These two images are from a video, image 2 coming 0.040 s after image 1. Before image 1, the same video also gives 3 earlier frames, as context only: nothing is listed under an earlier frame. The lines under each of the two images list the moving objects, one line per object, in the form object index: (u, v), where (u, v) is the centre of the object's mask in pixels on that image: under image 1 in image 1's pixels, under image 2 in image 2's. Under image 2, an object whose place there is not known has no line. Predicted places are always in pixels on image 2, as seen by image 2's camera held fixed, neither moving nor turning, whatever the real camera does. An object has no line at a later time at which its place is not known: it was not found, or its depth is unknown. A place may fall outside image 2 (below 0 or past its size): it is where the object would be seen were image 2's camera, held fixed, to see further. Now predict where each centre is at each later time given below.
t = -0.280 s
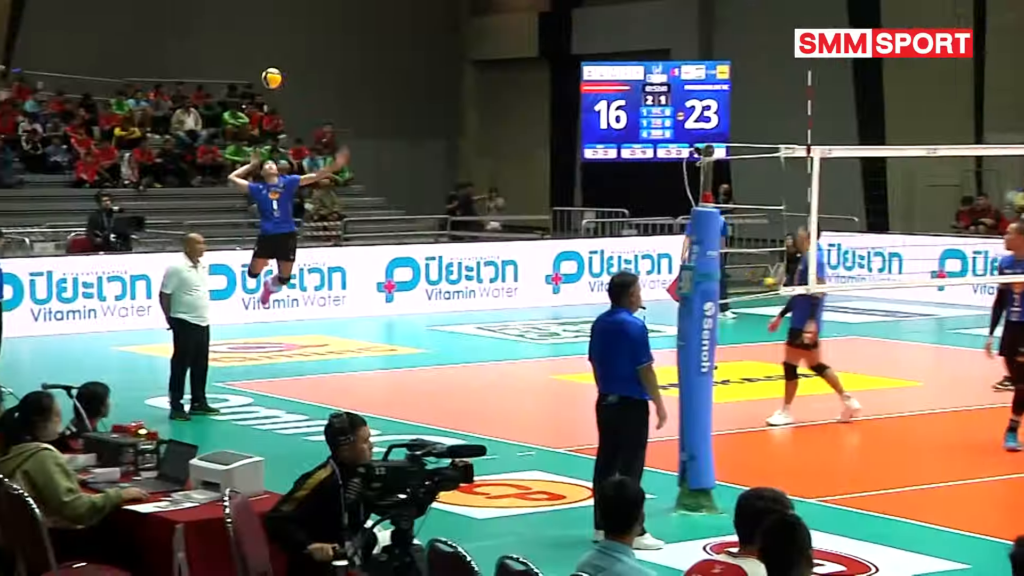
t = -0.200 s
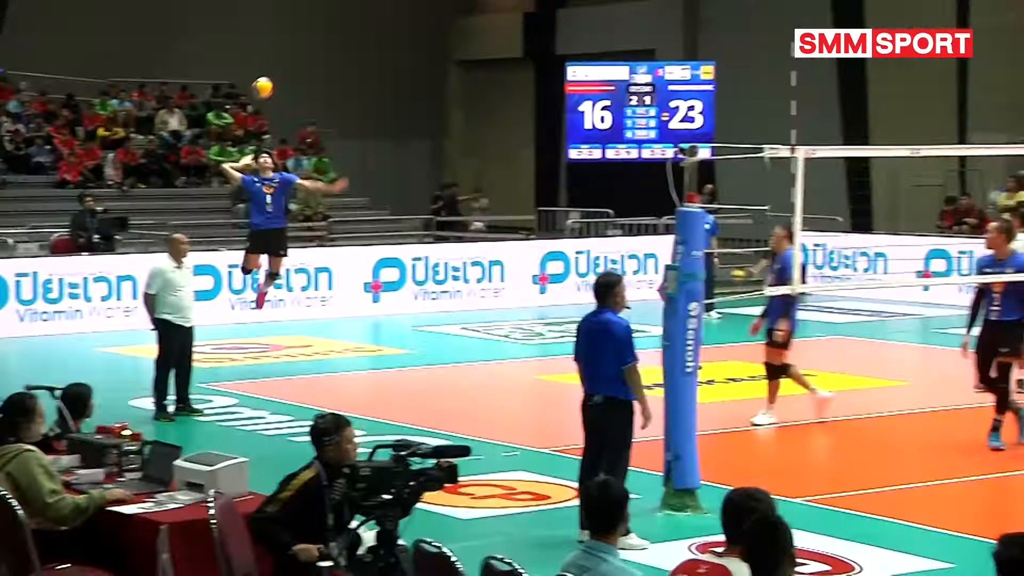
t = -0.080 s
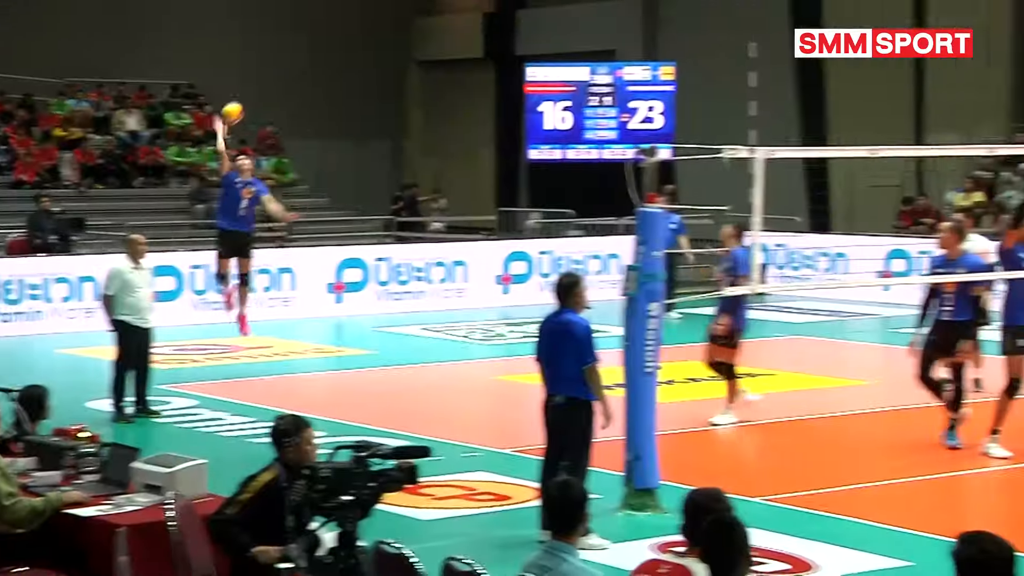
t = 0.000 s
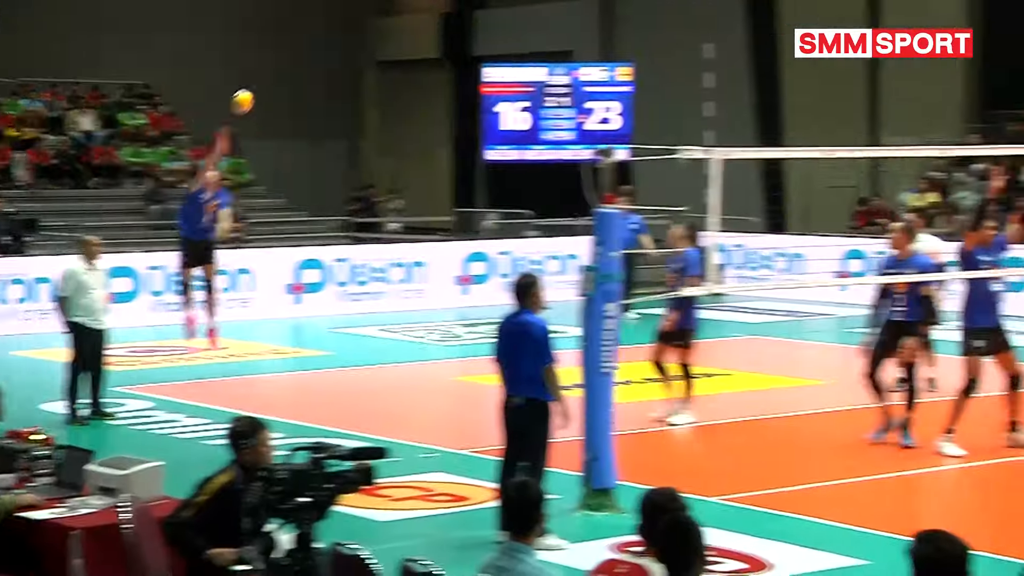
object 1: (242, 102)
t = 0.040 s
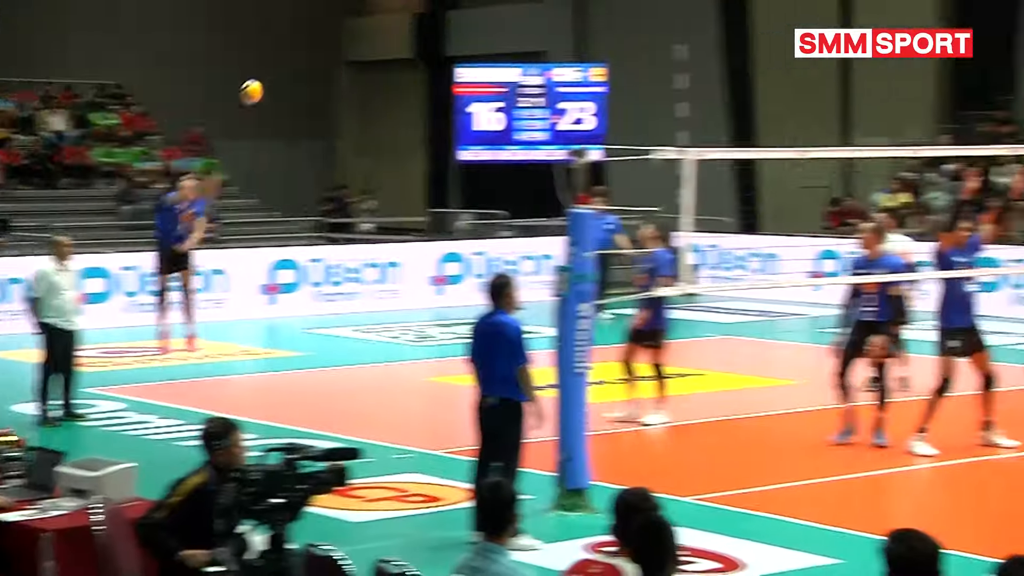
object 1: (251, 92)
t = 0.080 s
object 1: (286, 83)
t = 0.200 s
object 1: (398, 62)
